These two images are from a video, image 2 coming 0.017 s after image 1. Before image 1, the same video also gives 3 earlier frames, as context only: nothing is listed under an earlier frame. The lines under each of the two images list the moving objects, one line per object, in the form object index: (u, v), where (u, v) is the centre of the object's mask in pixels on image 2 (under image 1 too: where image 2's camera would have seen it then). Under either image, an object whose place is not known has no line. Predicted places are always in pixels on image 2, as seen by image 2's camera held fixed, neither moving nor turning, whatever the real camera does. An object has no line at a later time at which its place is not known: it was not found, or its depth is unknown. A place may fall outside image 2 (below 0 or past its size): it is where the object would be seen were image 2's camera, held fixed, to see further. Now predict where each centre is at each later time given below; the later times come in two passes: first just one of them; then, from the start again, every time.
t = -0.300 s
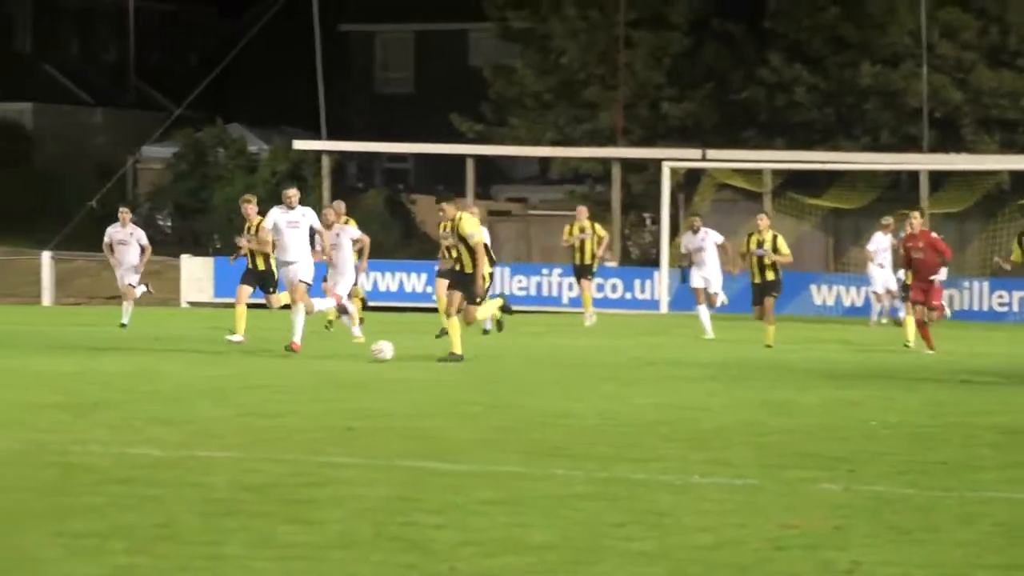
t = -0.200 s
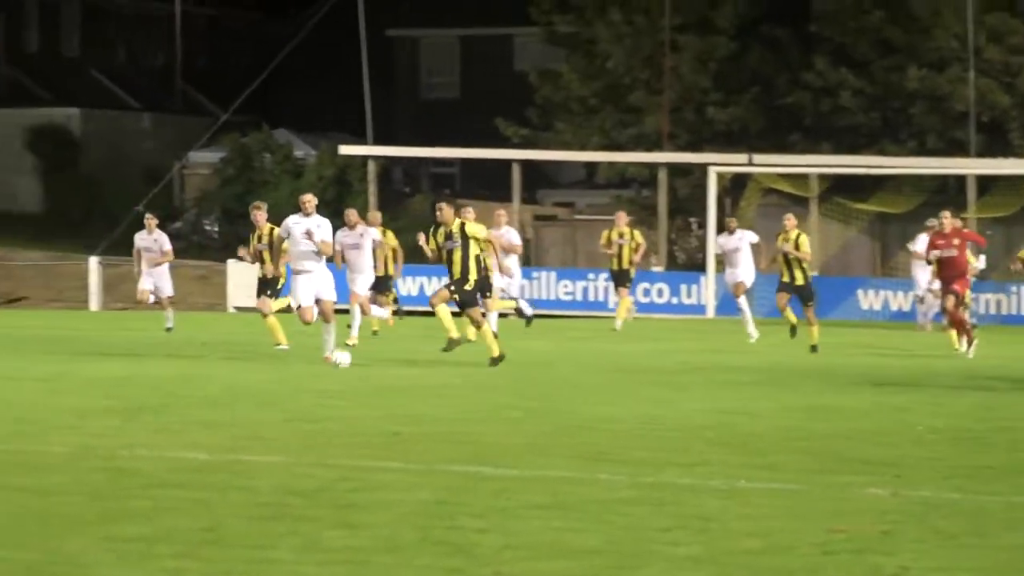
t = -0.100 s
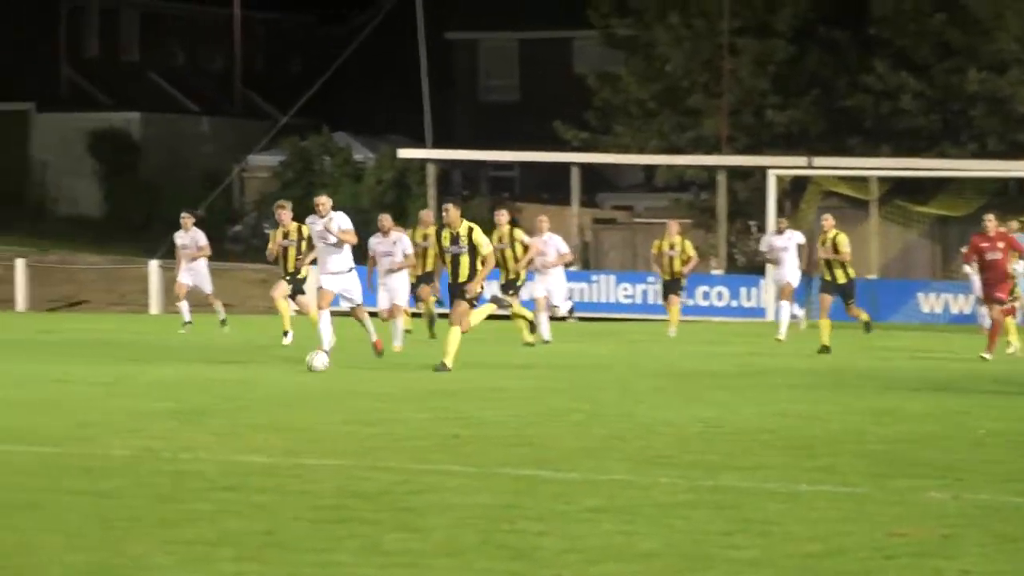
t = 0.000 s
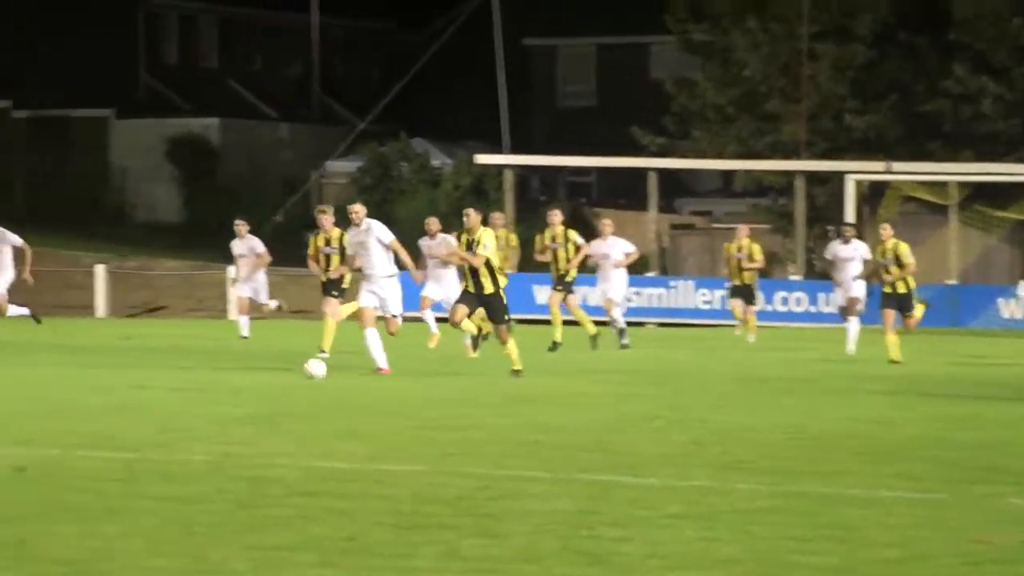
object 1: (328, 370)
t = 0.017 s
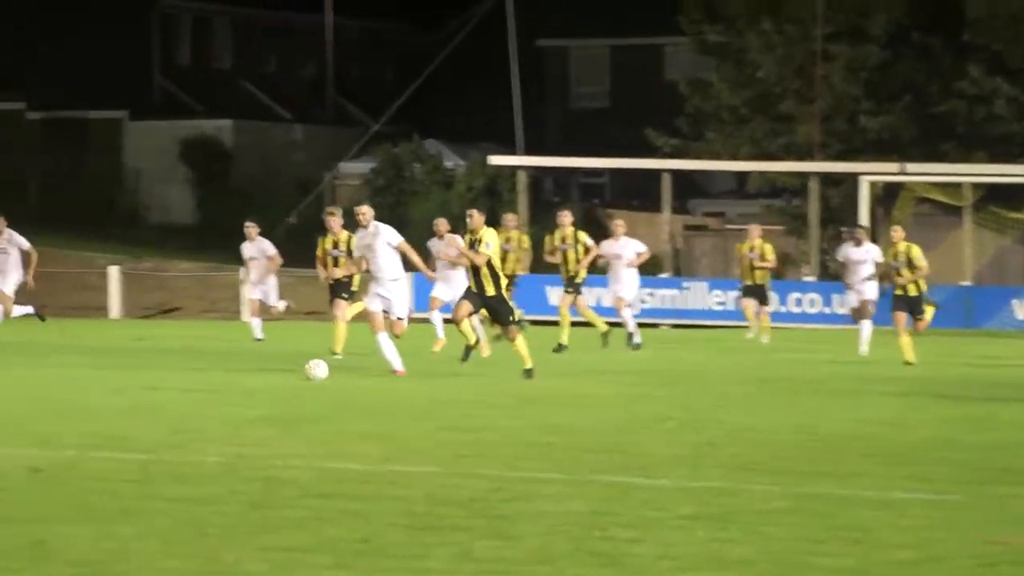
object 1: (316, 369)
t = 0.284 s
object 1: (132, 369)
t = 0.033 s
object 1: (305, 369)
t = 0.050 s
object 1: (293, 369)
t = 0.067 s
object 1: (280, 368)
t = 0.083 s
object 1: (268, 368)
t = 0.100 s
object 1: (256, 367)
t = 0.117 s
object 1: (244, 368)
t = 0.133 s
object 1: (232, 369)
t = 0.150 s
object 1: (220, 369)
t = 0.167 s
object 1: (209, 370)
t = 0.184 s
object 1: (197, 371)
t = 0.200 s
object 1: (185, 371)
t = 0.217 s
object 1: (175, 371)
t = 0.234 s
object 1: (164, 370)
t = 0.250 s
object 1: (153, 369)
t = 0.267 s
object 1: (143, 369)
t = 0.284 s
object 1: (132, 369)
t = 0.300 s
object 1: (121, 369)
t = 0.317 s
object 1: (111, 369)
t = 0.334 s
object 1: (101, 370)
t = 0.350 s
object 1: (91, 370)
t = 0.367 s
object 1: (80, 371)
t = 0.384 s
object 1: (70, 372)
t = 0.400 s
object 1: (60, 373)
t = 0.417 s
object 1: (51, 373)
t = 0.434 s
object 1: (41, 373)
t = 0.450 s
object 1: (32, 372)
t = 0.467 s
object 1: (21, 371)
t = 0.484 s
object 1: (11, 371)
